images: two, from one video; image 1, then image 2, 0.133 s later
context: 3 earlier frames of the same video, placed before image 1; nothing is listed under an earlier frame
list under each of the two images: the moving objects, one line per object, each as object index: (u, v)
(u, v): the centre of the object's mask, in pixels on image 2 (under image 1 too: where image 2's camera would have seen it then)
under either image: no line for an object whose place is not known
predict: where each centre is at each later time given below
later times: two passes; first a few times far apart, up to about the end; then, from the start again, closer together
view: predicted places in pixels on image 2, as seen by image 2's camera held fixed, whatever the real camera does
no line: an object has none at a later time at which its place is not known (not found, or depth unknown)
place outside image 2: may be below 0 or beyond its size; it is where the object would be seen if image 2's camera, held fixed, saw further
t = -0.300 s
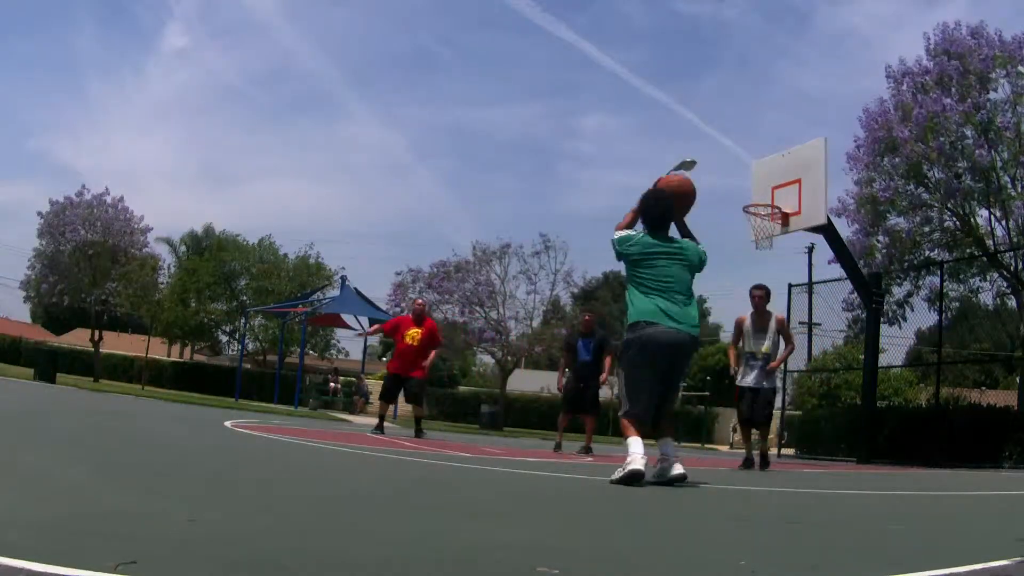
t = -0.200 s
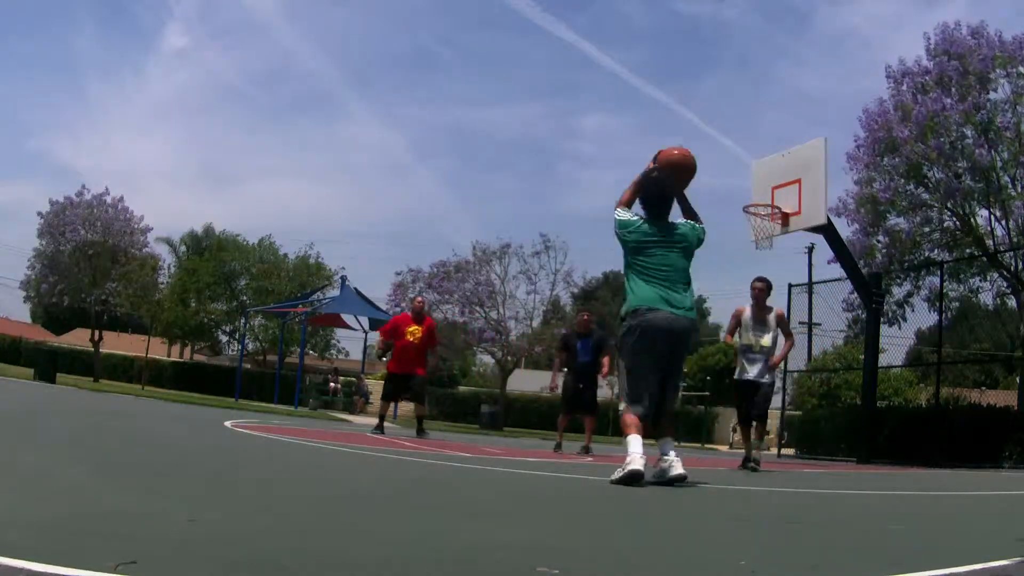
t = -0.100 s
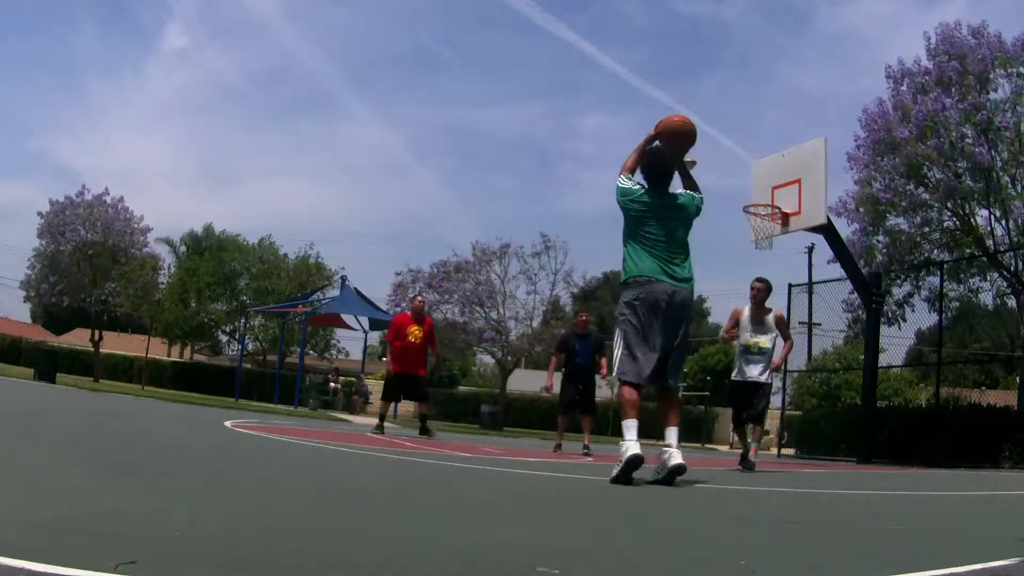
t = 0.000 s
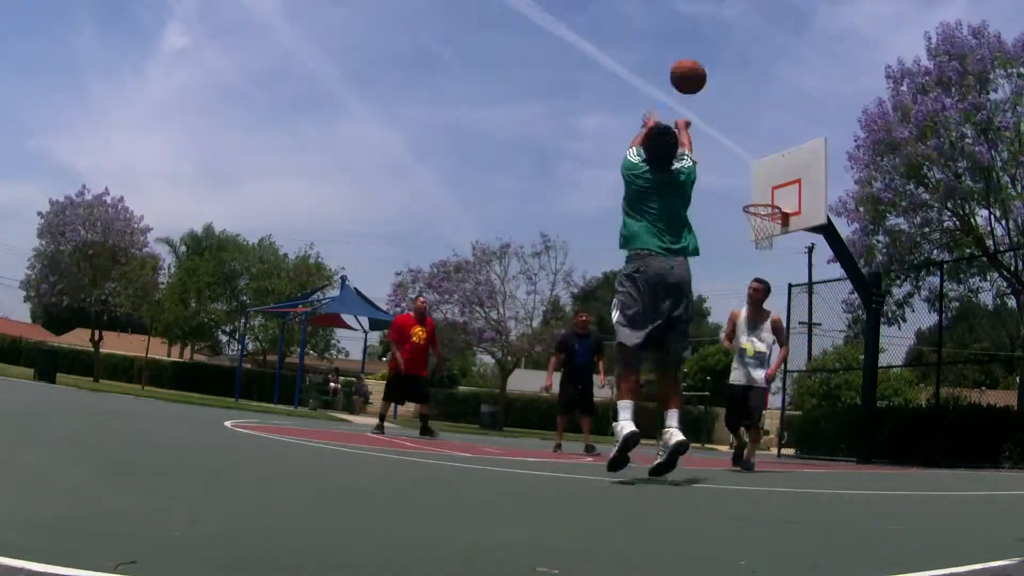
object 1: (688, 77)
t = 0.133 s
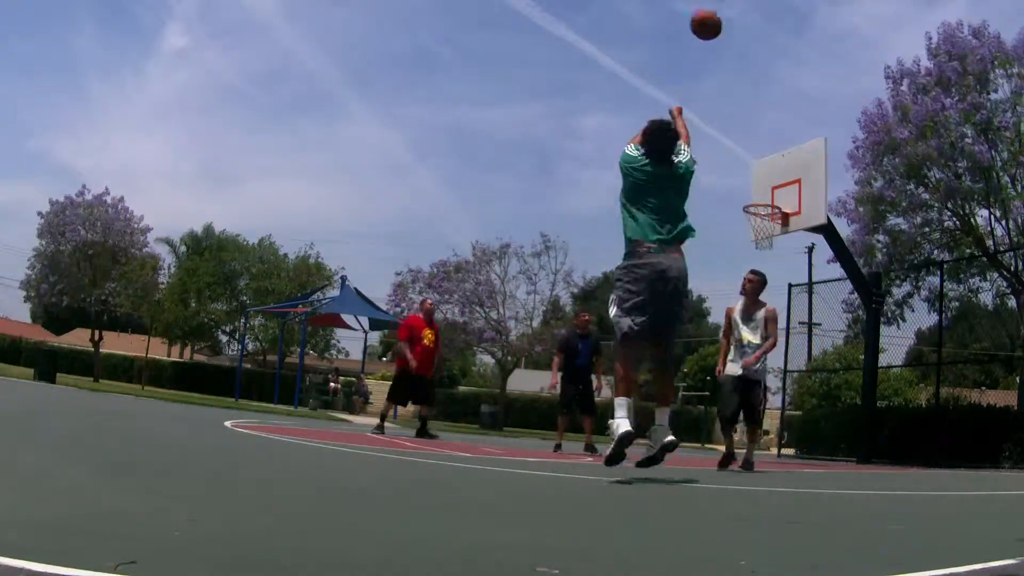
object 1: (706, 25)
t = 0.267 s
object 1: (721, 7)
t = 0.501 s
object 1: (740, 8)
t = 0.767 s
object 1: (758, 61)
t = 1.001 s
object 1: (770, 143)
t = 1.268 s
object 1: (767, 166)
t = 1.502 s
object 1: (752, 130)
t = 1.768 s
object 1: (735, 137)
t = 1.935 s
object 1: (725, 166)
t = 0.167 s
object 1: (710, 17)
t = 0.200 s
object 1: (714, 12)
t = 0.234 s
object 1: (717, 9)
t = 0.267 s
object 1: (721, 7)
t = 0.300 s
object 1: (724, 5)
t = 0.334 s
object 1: (727, 5)
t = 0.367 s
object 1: (730, 5)
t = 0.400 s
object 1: (733, 5)
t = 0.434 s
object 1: (735, 6)
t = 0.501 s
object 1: (740, 8)
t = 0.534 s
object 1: (742, 11)
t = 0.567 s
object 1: (745, 16)
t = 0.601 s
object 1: (747, 21)
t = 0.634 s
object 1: (749, 28)
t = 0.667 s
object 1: (752, 35)
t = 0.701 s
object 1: (754, 44)
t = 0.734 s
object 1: (756, 52)
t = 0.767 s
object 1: (758, 61)
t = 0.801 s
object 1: (760, 71)
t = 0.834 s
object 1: (762, 82)
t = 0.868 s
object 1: (764, 93)
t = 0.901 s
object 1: (765, 104)
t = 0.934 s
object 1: (767, 117)
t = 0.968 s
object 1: (769, 130)
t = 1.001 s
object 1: (770, 143)
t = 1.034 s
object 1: (772, 157)
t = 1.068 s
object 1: (773, 172)
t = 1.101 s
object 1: (775, 187)
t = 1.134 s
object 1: (776, 204)
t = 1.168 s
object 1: (774, 196)
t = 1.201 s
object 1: (772, 185)
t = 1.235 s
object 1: (770, 175)
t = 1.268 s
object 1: (767, 166)
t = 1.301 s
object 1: (765, 158)
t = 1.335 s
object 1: (763, 152)
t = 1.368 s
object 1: (761, 146)
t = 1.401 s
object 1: (759, 141)
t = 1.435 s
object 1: (756, 136)
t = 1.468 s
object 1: (755, 133)
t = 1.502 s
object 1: (752, 130)
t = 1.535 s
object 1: (750, 128)
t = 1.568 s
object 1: (748, 127)
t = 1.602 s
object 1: (746, 127)
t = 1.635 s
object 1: (744, 127)
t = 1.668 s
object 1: (742, 129)
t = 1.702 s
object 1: (739, 130)
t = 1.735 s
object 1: (738, 133)
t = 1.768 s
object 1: (735, 137)
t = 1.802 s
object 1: (733, 141)
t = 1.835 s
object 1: (731, 146)
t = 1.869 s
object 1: (729, 152)
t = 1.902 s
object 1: (727, 159)
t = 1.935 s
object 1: (725, 166)
